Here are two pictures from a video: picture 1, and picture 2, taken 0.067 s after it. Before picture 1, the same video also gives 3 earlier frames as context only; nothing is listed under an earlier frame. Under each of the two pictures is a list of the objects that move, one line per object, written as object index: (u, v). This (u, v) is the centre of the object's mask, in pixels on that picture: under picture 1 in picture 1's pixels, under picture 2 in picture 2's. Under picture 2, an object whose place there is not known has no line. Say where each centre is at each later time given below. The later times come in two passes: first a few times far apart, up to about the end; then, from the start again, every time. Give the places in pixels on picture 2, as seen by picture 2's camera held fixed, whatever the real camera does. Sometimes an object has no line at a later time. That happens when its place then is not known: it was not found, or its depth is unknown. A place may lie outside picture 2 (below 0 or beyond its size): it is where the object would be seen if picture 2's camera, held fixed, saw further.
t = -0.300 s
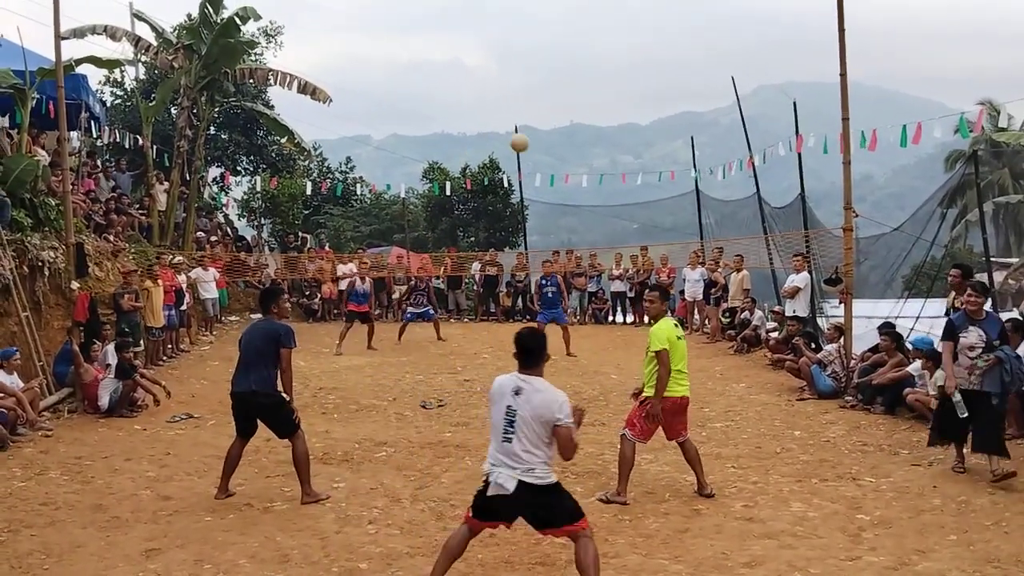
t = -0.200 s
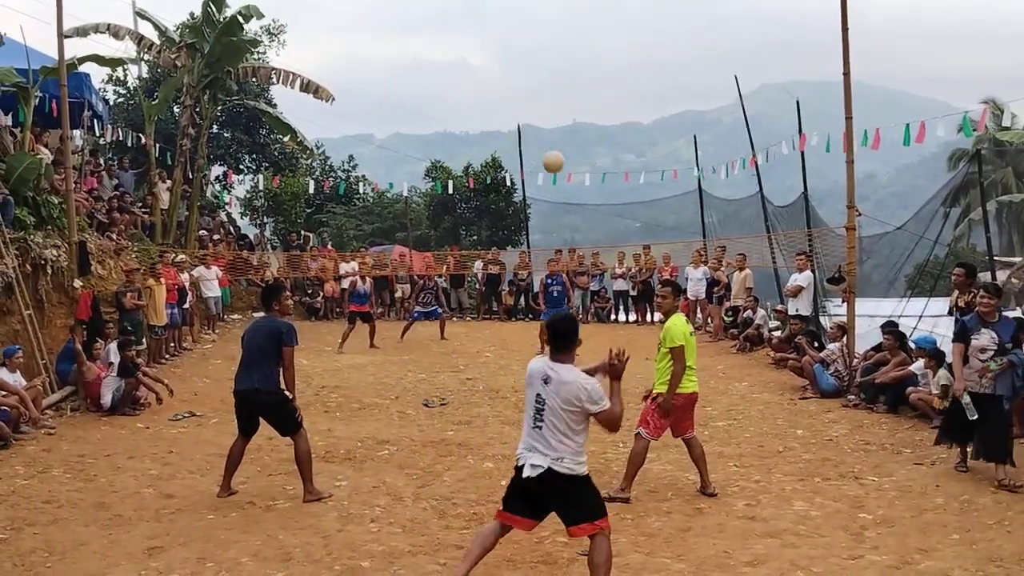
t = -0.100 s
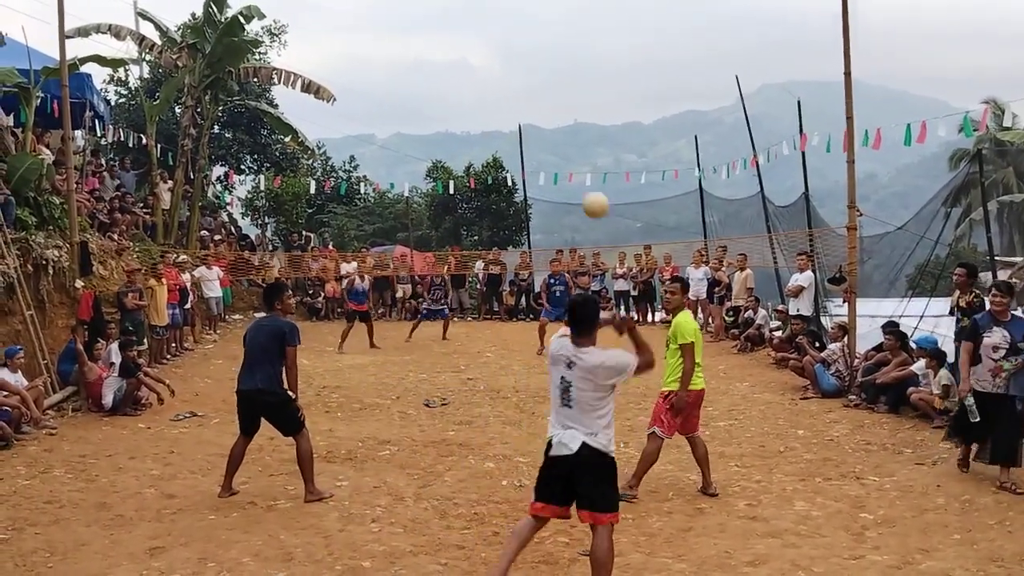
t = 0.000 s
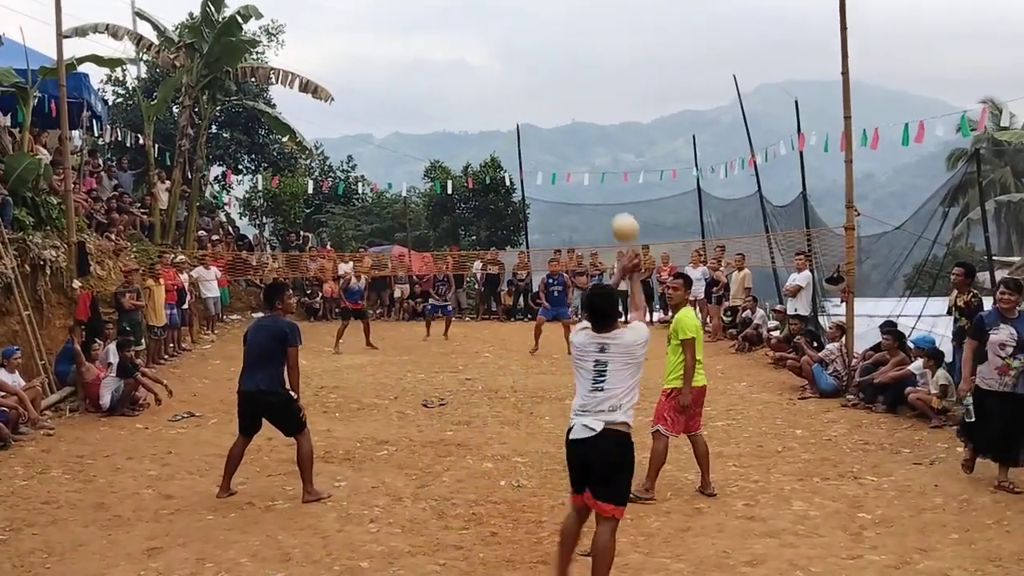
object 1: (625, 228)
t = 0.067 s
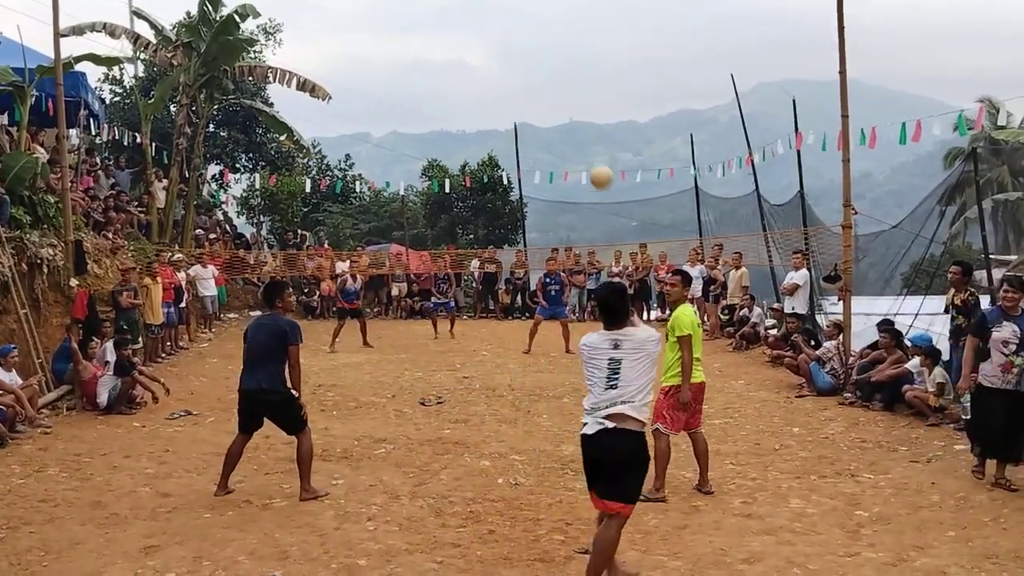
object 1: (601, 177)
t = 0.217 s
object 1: (569, 117)
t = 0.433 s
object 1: (544, 95)
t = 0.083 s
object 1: (597, 167)
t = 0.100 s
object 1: (593, 158)
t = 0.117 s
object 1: (588, 150)
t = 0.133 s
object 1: (585, 144)
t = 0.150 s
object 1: (581, 136)
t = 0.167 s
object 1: (578, 131)
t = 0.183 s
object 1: (575, 126)
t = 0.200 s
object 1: (572, 121)
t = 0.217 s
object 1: (569, 117)
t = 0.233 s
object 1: (566, 113)
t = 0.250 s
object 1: (563, 110)
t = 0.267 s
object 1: (561, 106)
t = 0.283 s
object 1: (559, 104)
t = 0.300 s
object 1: (557, 102)
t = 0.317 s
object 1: (555, 100)
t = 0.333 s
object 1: (553, 98)
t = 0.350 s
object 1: (551, 97)
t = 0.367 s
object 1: (550, 96)
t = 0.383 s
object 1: (548, 96)
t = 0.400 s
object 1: (547, 95)
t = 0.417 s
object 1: (546, 95)
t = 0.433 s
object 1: (544, 95)
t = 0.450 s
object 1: (543, 96)
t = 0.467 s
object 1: (542, 96)
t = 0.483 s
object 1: (541, 97)
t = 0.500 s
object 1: (540, 98)
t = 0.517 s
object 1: (539, 99)
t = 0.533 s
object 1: (538, 100)
